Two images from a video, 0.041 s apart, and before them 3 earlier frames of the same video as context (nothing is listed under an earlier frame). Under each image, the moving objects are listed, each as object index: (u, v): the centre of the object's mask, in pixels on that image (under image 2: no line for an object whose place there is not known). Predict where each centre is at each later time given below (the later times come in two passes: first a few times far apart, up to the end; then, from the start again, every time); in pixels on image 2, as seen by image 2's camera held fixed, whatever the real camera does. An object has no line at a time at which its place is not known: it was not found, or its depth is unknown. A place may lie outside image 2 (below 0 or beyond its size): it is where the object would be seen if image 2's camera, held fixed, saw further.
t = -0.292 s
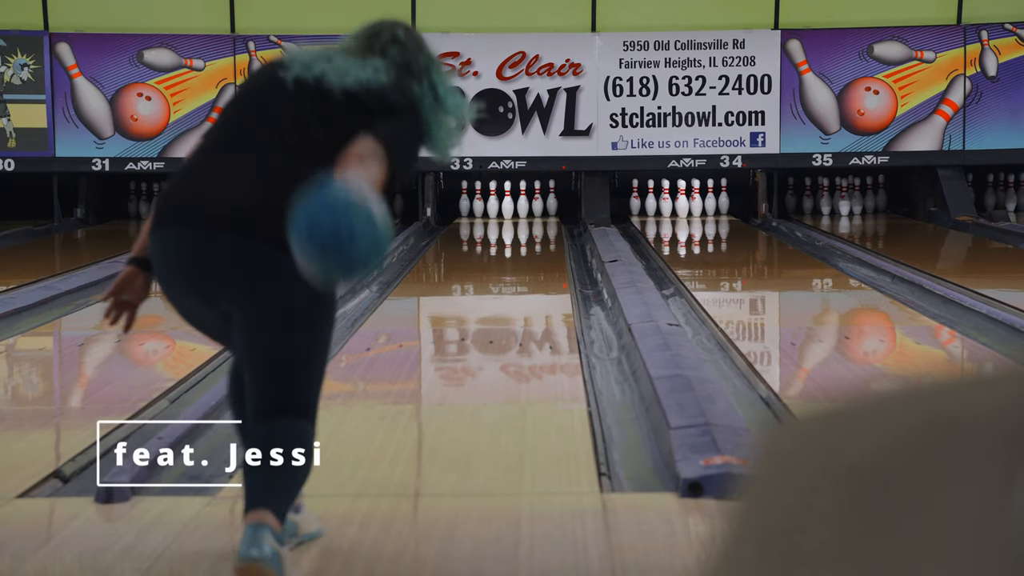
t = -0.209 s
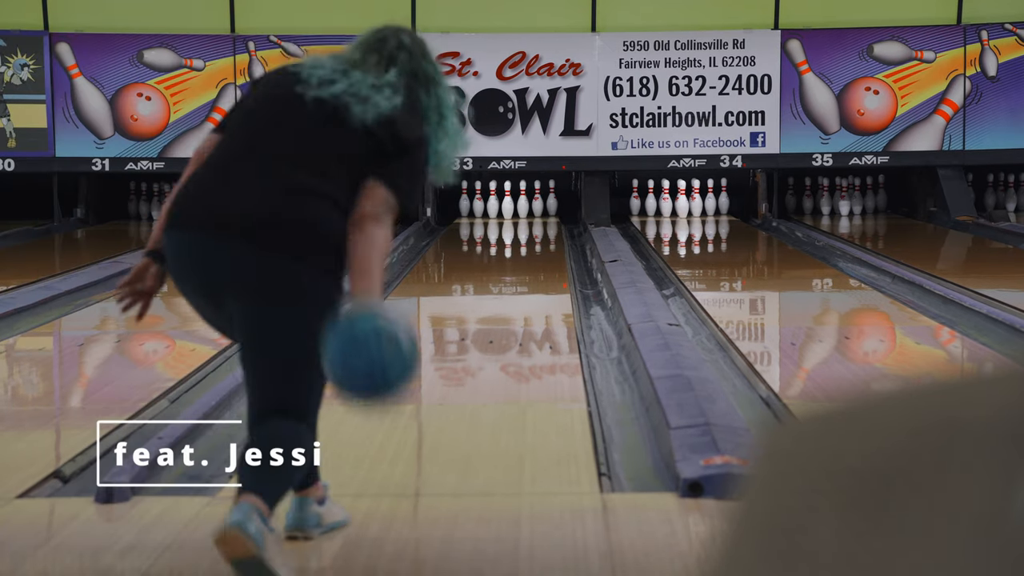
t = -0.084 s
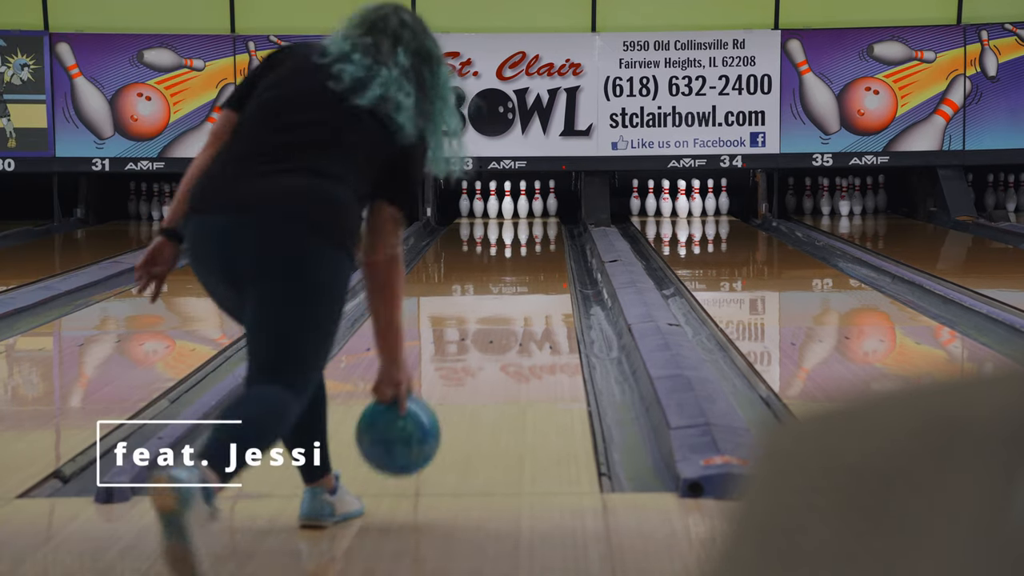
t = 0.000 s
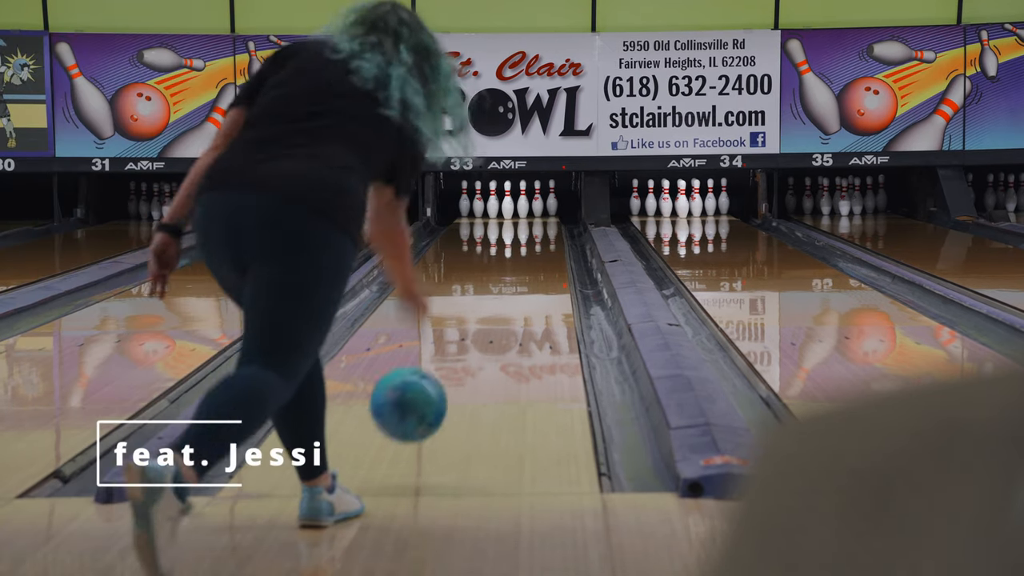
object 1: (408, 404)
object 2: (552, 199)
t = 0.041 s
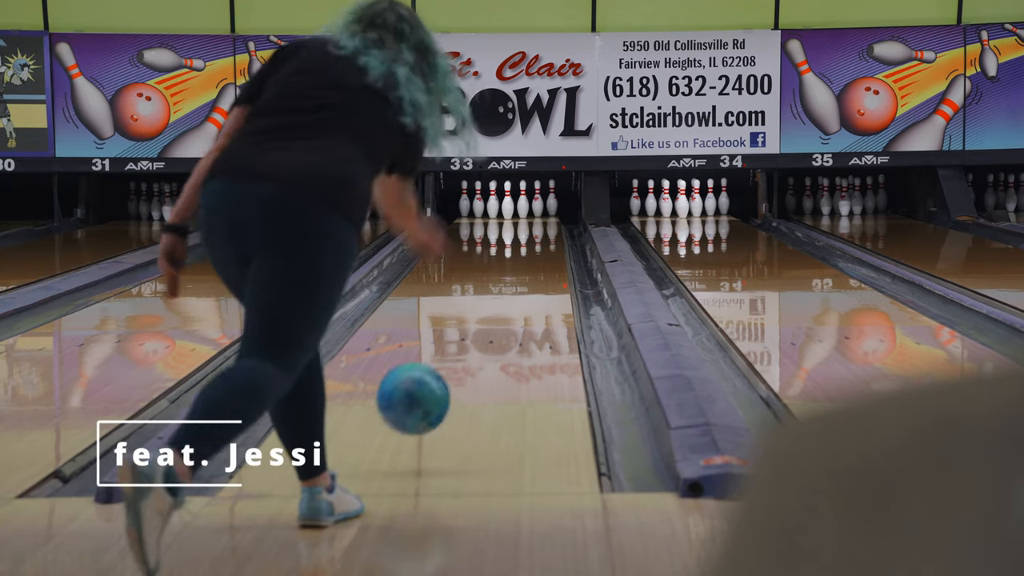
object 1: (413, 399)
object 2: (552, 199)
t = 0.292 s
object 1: (434, 367)
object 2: (552, 199)
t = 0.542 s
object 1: (447, 322)
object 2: (552, 199)
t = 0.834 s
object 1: (458, 288)
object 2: (552, 199)
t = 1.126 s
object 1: (466, 264)
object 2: (552, 199)
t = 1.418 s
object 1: (473, 246)
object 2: (552, 199)
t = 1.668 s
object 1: (476, 233)
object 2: (552, 199)
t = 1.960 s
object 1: (481, 222)
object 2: (552, 199)
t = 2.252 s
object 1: (486, 213)
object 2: (552, 199)
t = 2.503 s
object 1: (486, 207)
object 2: (552, 199)
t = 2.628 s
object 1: (490, 206)
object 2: (568, 201)
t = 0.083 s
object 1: (418, 399)
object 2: (552, 199)
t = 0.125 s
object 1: (422, 404)
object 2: (552, 199)
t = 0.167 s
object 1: (425, 396)
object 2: (552, 199)
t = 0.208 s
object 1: (428, 385)
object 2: (552, 199)
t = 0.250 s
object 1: (431, 377)
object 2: (552, 199)
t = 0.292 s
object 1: (434, 367)
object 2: (552, 199)
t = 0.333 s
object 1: (437, 358)
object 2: (552, 199)
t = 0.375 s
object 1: (439, 349)
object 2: (552, 199)
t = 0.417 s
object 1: (442, 342)
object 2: (552, 199)
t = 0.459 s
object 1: (443, 335)
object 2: (552, 199)
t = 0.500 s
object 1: (445, 328)
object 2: (552, 199)
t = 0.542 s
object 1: (447, 322)
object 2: (552, 199)
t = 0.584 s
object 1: (449, 317)
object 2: (552, 199)
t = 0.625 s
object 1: (451, 311)
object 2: (552, 199)
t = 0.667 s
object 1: (452, 306)
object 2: (552, 199)
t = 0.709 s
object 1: (454, 301)
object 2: (552, 199)
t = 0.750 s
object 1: (455, 296)
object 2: (552, 199)
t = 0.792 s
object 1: (457, 292)
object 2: (552, 199)
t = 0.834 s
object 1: (458, 288)
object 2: (552, 199)
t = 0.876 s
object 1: (460, 284)
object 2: (552, 199)
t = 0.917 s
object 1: (461, 280)
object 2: (552, 199)
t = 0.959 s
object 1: (462, 276)
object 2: (552, 199)
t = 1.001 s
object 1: (463, 273)
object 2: (552, 199)
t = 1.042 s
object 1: (464, 270)
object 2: (552, 199)
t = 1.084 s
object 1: (465, 267)
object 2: (552, 199)
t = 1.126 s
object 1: (466, 264)
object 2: (552, 199)
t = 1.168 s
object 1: (467, 261)
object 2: (552, 199)
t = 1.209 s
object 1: (468, 258)
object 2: (552, 199)
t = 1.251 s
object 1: (469, 256)
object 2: (552, 199)
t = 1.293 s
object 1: (470, 253)
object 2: (552, 199)
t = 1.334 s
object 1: (470, 251)
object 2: (552, 199)
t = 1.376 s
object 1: (471, 248)
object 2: (552, 199)
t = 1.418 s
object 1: (473, 246)
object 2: (552, 199)
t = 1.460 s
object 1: (473, 244)
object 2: (552, 199)
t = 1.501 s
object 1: (474, 241)
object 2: (552, 199)
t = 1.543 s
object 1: (475, 239)
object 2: (552, 199)
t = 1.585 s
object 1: (475, 237)
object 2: (552, 199)
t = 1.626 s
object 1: (475, 235)
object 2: (552, 199)
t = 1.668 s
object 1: (476, 233)
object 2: (552, 199)
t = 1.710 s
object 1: (477, 232)
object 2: (552, 199)
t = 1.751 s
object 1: (477, 230)
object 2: (552, 199)
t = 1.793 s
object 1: (478, 228)
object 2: (552, 199)
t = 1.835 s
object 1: (479, 227)
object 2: (552, 199)
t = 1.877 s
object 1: (479, 225)
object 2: (552, 199)
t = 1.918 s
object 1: (480, 224)
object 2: (552, 199)
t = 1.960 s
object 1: (481, 222)
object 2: (552, 199)
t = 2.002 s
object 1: (481, 221)
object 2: (552, 199)
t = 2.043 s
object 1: (482, 219)
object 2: (552, 199)
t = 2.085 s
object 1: (483, 218)
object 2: (552, 199)
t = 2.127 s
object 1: (484, 216)
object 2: (552, 199)
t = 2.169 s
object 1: (484, 215)
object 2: (552, 199)
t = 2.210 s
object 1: (485, 214)
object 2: (552, 199)
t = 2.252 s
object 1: (486, 213)
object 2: (552, 199)
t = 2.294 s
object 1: (487, 212)
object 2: (552, 199)
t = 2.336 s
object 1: (487, 210)
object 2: (552, 199)
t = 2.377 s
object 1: (488, 209)
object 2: (552, 199)
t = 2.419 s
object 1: (487, 208)
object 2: (552, 199)
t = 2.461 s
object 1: (486, 208)
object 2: (552, 199)
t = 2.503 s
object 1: (486, 207)
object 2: (552, 199)
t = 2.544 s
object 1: (488, 207)
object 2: (555, 199)
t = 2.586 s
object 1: (489, 207)
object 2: (562, 199)
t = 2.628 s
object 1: (490, 206)
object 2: (568, 201)
